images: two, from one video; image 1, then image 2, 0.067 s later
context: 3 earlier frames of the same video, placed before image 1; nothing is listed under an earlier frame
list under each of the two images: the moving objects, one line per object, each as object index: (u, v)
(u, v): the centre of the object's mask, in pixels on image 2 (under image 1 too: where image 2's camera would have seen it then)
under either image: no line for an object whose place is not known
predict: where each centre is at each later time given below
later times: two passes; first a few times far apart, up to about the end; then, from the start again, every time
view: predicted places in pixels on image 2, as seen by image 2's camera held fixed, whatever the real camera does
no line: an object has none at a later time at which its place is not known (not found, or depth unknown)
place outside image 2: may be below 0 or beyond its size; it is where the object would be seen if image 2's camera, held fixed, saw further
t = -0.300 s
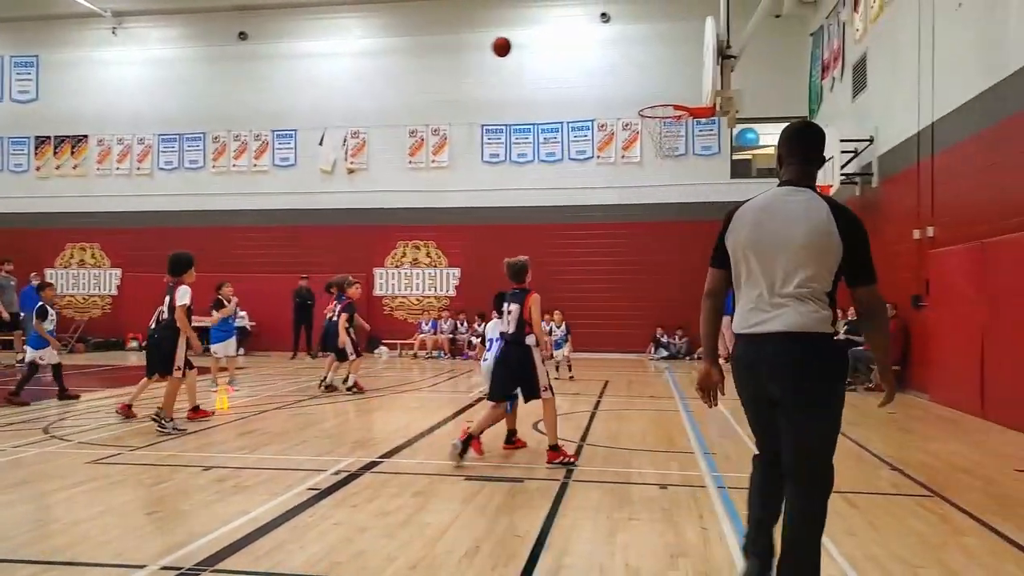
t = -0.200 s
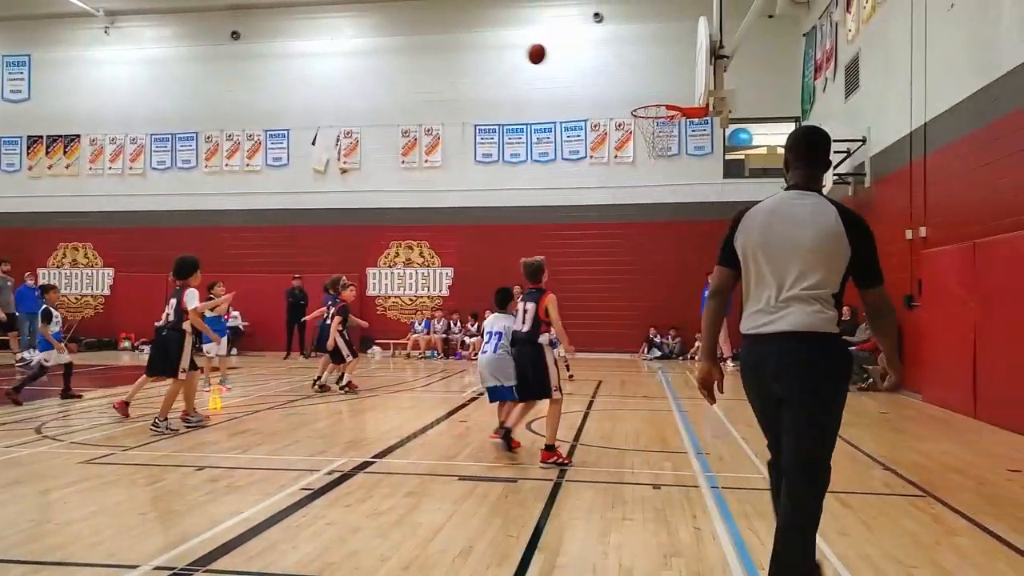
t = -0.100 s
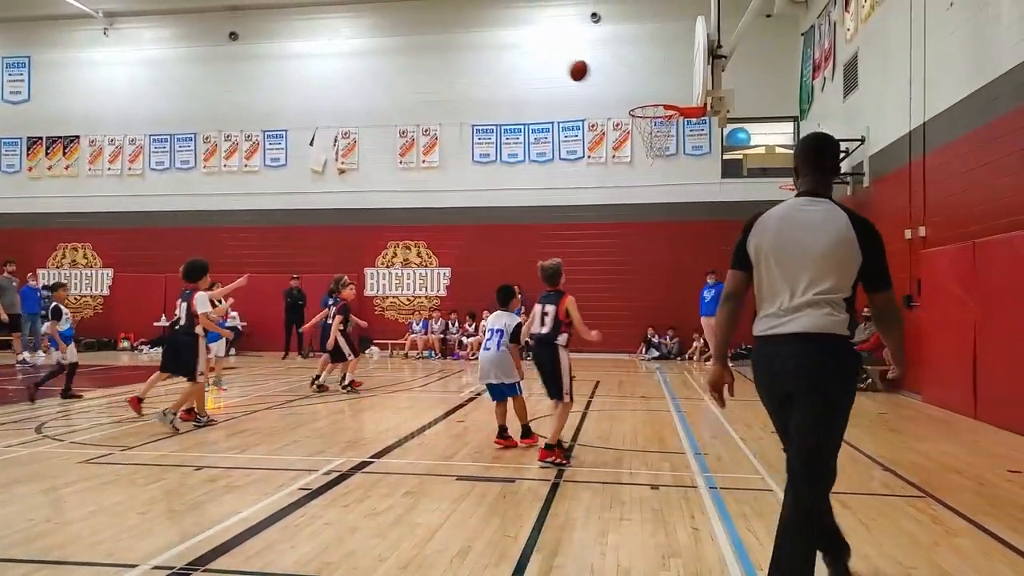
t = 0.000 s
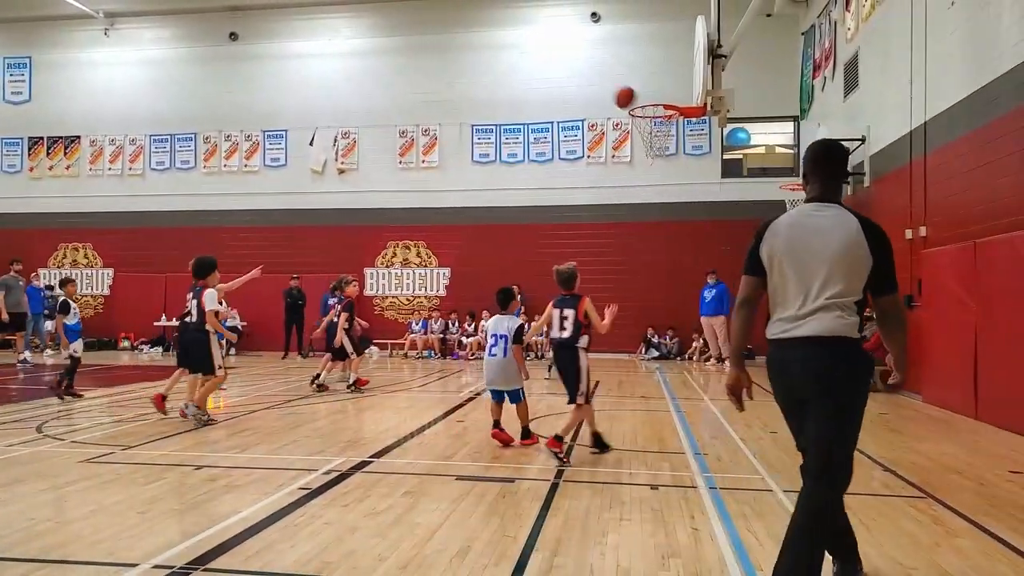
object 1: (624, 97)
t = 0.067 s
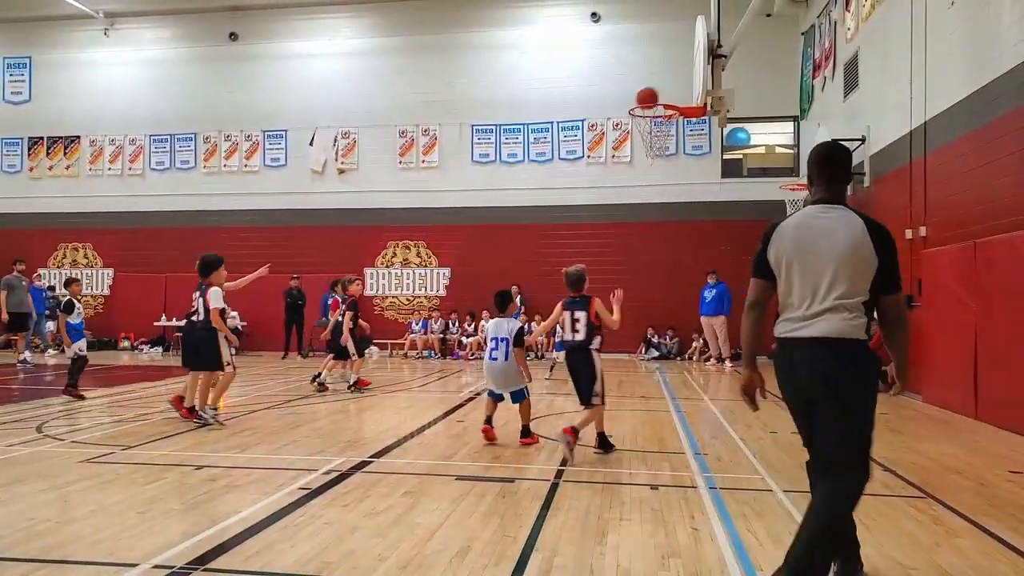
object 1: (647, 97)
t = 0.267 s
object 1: (674, 74)
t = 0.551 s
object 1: (612, 101)
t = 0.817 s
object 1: (554, 203)
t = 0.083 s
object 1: (651, 94)
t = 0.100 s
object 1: (655, 92)
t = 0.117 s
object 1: (659, 89)
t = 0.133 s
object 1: (664, 86)
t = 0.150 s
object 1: (668, 84)
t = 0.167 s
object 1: (672, 82)
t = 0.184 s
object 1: (676, 80)
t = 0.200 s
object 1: (680, 79)
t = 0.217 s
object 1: (683, 78)
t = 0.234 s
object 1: (682, 76)
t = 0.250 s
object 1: (678, 75)
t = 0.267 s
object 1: (674, 74)
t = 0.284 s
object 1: (671, 73)
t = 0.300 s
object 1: (667, 73)
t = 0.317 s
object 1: (663, 73)
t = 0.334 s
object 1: (660, 73)
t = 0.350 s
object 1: (656, 73)
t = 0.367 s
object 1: (652, 74)
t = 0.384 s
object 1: (649, 75)
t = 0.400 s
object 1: (645, 76)
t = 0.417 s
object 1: (642, 79)
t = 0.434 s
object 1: (638, 80)
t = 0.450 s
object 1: (634, 83)
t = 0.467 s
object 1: (631, 84)
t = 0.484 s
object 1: (627, 87)
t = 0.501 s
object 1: (623, 90)
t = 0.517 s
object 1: (620, 93)
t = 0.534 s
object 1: (616, 98)
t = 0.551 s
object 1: (612, 101)
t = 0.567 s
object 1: (609, 105)
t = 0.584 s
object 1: (605, 110)
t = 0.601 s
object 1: (601, 114)
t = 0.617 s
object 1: (597, 120)
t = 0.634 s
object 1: (594, 125)
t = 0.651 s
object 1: (591, 130)
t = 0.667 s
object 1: (586, 137)
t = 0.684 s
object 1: (583, 143)
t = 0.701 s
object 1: (579, 150)
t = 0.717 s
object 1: (576, 156)
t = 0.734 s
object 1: (572, 163)
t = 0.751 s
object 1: (568, 171)
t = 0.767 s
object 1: (564, 178)
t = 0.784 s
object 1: (561, 187)
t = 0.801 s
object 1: (558, 193)
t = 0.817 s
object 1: (554, 203)
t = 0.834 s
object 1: (549, 212)
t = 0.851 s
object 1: (544, 219)
